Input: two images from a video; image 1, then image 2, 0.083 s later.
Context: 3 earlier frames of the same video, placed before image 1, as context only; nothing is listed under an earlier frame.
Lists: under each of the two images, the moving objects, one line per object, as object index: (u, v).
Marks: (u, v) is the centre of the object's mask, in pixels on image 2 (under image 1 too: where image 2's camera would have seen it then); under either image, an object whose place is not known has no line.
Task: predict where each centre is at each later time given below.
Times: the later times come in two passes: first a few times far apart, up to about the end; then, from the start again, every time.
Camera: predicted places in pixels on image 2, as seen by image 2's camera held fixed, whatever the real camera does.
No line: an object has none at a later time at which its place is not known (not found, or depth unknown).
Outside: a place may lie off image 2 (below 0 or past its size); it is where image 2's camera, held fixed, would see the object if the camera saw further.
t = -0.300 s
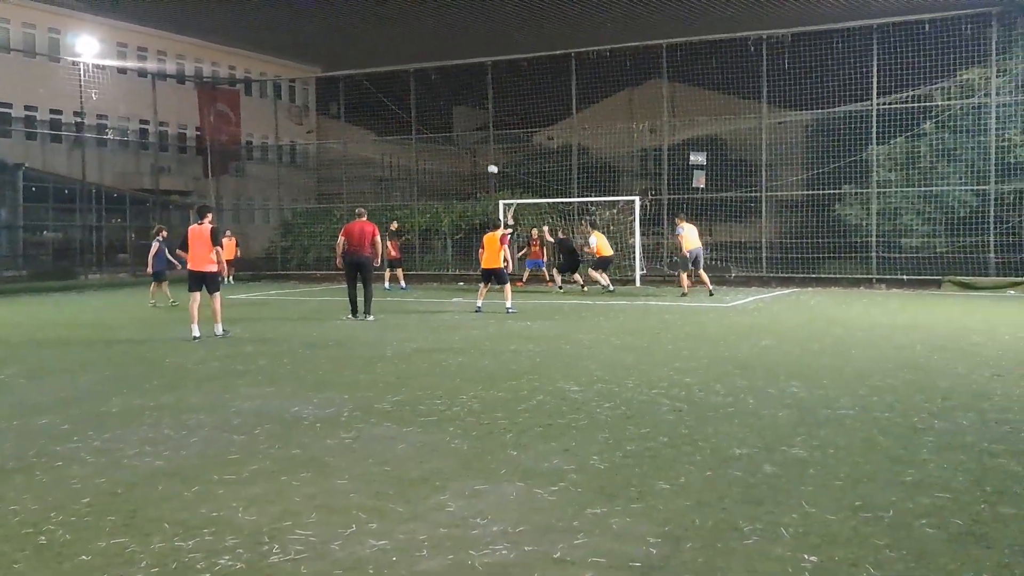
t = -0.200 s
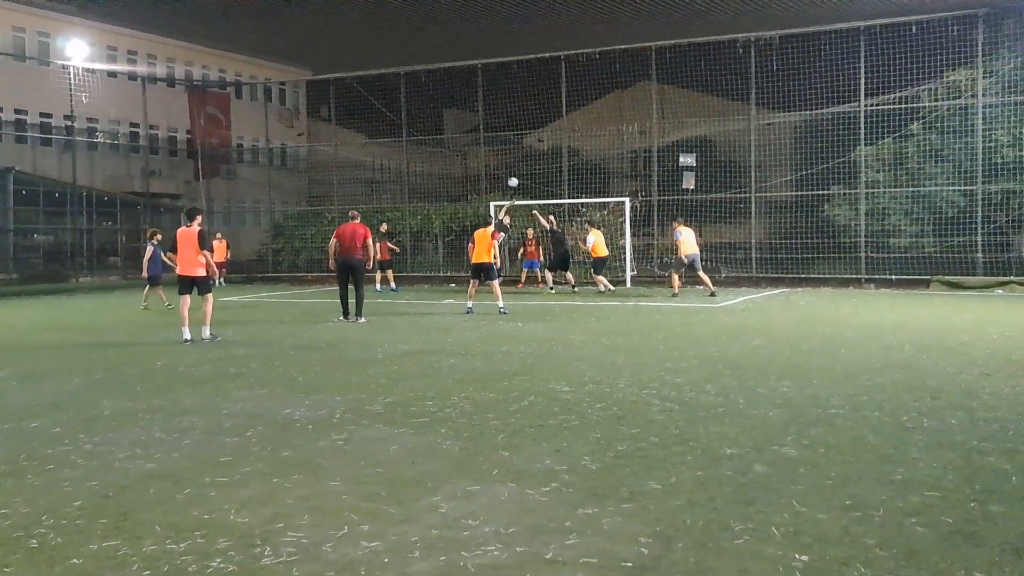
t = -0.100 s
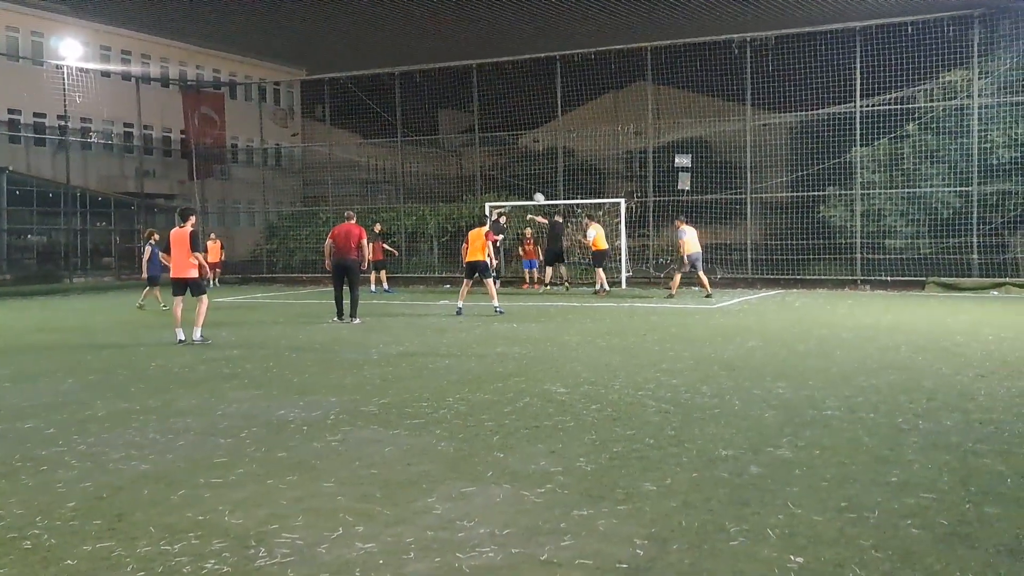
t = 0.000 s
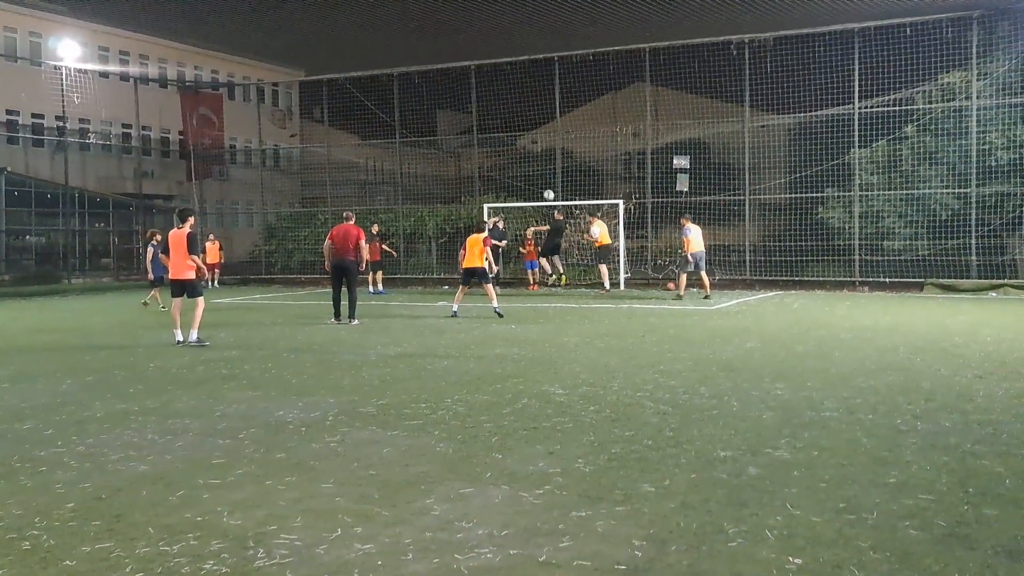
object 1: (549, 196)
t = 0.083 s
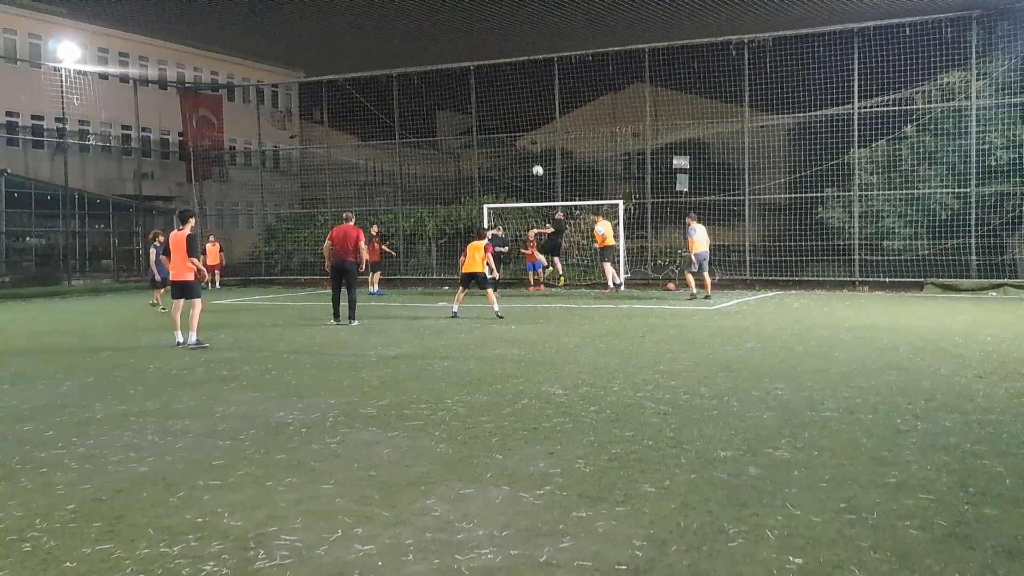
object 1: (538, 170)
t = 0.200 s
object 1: (521, 139)
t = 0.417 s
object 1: (489, 94)
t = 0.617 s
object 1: (458, 69)
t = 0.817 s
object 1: (428, 62)
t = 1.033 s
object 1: (394, 78)
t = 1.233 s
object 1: (363, 117)
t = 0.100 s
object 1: (535, 166)
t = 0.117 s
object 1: (533, 162)
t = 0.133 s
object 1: (531, 157)
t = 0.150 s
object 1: (528, 152)
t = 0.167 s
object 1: (526, 148)
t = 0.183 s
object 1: (523, 143)
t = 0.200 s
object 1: (521, 139)
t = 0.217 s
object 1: (519, 135)
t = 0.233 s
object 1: (516, 131)
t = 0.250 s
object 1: (514, 127)
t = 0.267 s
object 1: (511, 123)
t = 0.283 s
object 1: (509, 119)
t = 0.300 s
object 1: (507, 116)
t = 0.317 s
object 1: (504, 113)
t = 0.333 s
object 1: (502, 109)
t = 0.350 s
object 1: (499, 106)
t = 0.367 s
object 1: (497, 103)
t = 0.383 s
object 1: (494, 99)
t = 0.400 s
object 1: (491, 97)
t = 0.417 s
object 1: (489, 94)
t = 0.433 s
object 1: (486, 91)
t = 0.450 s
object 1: (484, 88)
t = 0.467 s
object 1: (481, 86)
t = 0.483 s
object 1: (478, 83)
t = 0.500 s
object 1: (476, 81)
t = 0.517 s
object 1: (473, 79)
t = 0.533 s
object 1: (470, 77)
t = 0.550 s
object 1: (468, 75)
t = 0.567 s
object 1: (466, 73)
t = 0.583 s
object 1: (463, 72)
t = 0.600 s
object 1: (460, 70)
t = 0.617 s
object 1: (458, 69)
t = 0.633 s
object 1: (455, 67)
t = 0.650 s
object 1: (453, 66)
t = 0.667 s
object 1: (450, 65)
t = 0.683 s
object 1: (448, 64)
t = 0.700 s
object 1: (445, 63)
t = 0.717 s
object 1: (443, 63)
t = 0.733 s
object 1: (440, 62)
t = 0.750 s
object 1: (438, 62)
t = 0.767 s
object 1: (435, 61)
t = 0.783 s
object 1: (433, 61)
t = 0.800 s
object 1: (430, 61)
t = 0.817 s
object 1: (428, 62)
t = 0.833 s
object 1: (425, 62)
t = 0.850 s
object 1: (423, 62)
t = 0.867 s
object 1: (420, 63)
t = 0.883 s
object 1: (417, 64)
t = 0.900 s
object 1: (415, 65)
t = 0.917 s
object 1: (412, 66)
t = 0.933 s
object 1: (409, 67)
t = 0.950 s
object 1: (407, 68)
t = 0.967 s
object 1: (404, 70)
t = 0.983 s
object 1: (402, 71)
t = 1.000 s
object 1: (399, 73)
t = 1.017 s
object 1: (397, 75)
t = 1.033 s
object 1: (394, 78)
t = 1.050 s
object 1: (392, 80)
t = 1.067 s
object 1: (389, 82)
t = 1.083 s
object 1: (386, 85)
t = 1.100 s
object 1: (384, 88)
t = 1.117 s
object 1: (381, 91)
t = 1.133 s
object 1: (378, 94)
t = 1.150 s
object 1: (376, 97)
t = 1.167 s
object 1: (373, 101)
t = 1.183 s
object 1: (370, 105)
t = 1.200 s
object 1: (367, 109)
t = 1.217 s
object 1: (365, 112)
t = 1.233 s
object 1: (363, 117)
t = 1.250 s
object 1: (360, 121)
